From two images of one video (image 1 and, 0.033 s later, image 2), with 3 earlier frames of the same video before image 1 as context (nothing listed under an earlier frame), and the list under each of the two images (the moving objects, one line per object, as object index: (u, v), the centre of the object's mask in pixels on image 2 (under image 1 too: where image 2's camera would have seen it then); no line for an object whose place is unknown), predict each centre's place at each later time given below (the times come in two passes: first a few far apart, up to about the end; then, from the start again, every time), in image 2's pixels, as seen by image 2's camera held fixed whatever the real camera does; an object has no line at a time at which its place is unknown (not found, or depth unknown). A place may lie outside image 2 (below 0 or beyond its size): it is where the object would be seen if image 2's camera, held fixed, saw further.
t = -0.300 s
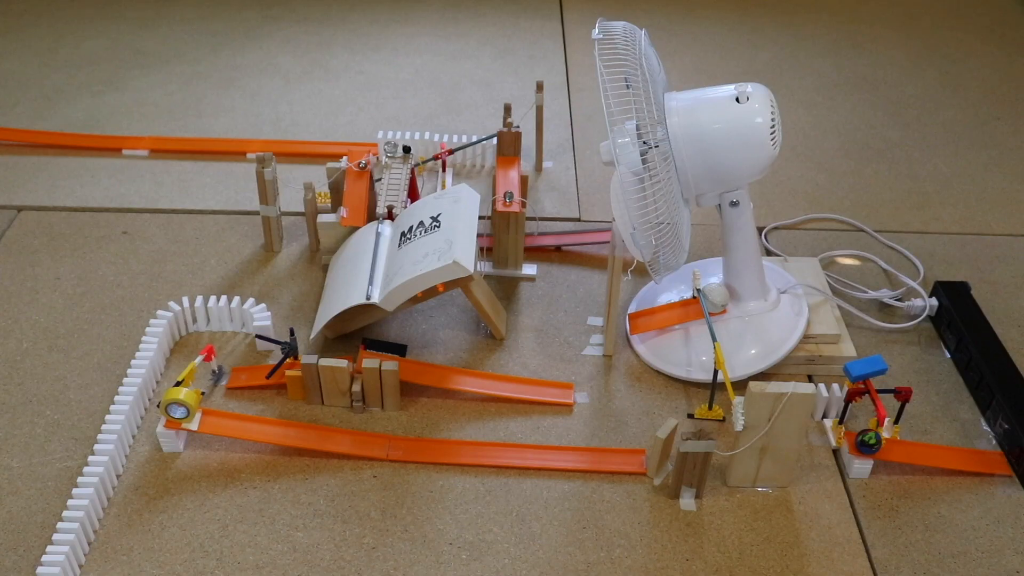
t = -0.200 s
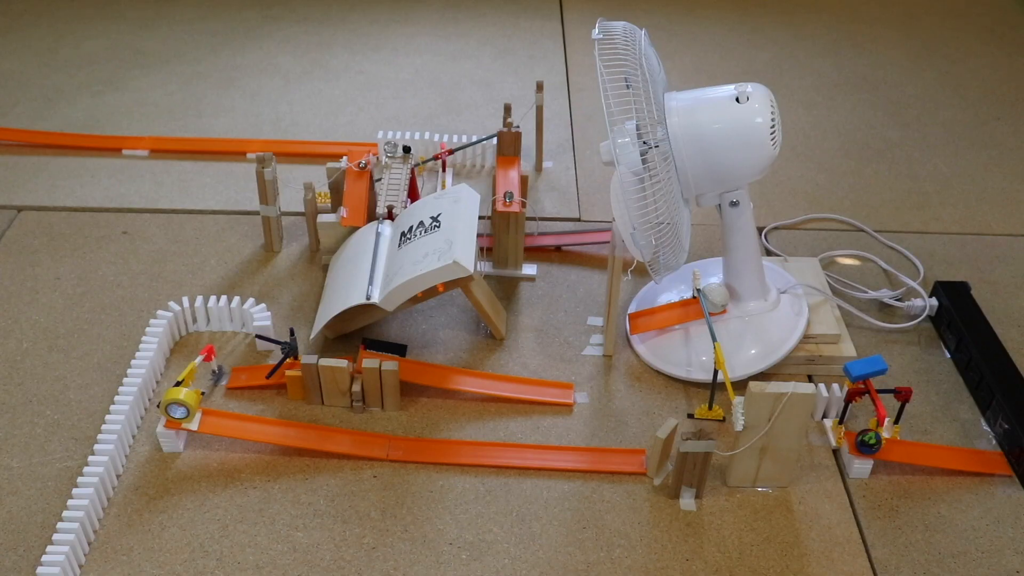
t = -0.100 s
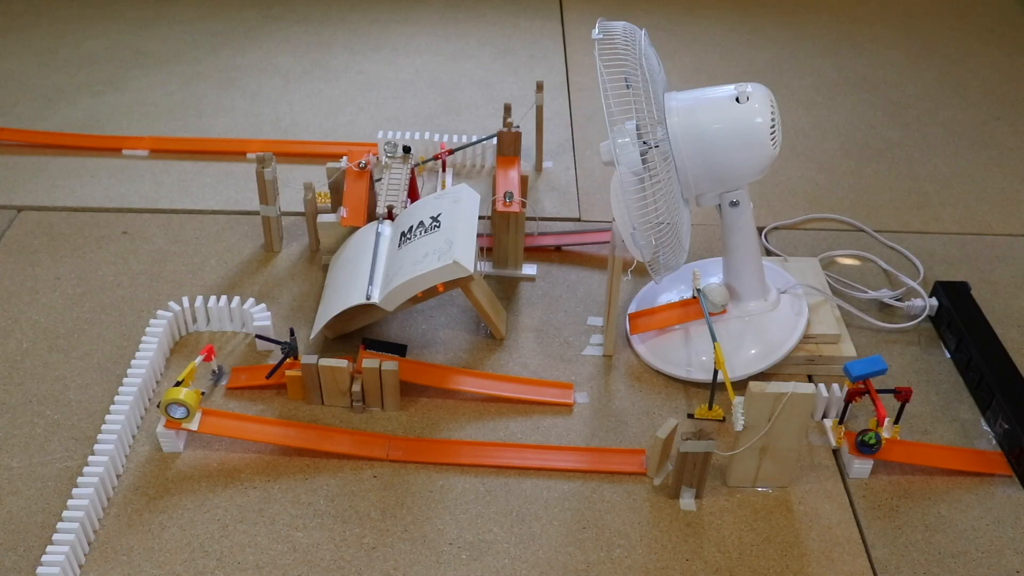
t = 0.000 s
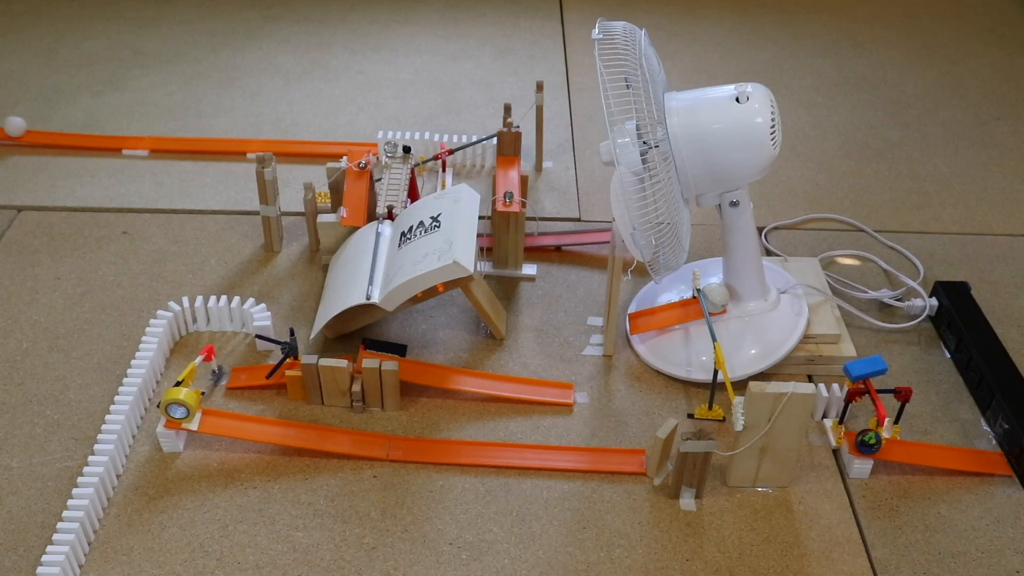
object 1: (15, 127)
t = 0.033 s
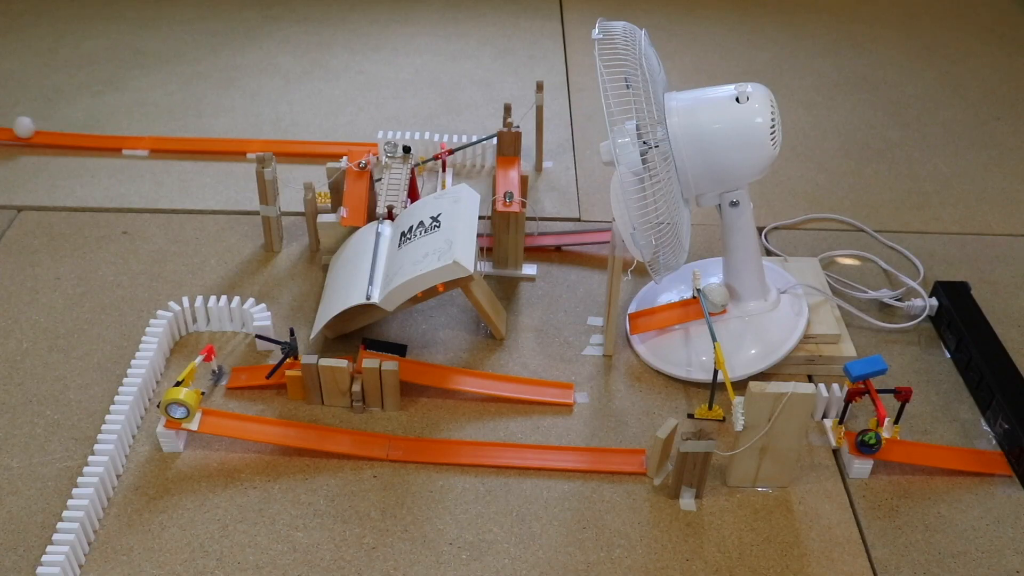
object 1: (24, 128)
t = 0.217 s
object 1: (74, 132)
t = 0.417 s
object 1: (129, 135)
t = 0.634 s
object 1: (182, 135)
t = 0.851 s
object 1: (233, 135)
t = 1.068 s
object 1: (280, 136)
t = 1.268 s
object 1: (320, 137)
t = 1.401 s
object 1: (346, 138)
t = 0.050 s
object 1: (28, 128)
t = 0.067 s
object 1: (33, 128)
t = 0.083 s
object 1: (37, 129)
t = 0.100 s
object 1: (42, 129)
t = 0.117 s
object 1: (47, 129)
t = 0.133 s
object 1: (51, 130)
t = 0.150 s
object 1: (56, 130)
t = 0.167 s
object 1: (60, 130)
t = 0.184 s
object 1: (65, 131)
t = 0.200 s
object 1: (69, 131)
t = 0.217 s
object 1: (74, 132)
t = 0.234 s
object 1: (79, 132)
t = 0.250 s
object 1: (83, 133)
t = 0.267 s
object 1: (88, 133)
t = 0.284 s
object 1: (92, 133)
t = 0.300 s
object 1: (97, 133)
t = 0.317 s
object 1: (102, 133)
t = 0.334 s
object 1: (106, 134)
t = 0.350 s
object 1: (111, 134)
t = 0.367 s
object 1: (115, 134)
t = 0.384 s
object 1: (120, 134)
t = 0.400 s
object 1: (124, 135)
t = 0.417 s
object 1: (129, 135)
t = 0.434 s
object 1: (133, 135)
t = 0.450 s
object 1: (137, 135)
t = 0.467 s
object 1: (142, 135)
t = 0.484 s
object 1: (146, 135)
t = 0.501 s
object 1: (150, 135)
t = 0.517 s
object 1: (154, 135)
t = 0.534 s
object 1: (158, 135)
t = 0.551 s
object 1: (162, 135)
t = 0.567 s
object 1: (166, 135)
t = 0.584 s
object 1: (170, 135)
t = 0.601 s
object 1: (174, 135)
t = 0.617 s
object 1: (178, 135)
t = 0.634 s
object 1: (182, 135)
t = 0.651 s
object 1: (186, 135)
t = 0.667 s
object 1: (191, 135)
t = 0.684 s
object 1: (195, 135)
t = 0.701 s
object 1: (199, 135)
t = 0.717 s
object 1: (203, 135)
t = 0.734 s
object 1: (207, 135)
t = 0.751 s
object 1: (211, 135)
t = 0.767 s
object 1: (214, 135)
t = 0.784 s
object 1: (218, 135)
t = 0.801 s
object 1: (222, 135)
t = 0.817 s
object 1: (226, 135)
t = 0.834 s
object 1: (229, 135)
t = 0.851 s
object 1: (233, 135)
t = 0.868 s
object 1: (237, 135)
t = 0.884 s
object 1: (241, 135)
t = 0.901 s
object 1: (244, 135)
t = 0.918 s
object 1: (248, 135)
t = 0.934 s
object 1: (251, 135)
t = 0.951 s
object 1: (255, 135)
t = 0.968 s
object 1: (258, 135)
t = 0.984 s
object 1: (262, 135)
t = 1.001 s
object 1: (266, 135)
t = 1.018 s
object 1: (269, 136)
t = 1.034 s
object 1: (273, 136)
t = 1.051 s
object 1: (276, 136)
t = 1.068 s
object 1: (280, 136)
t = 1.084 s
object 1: (283, 136)
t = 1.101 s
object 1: (286, 136)
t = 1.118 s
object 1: (290, 136)
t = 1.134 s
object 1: (293, 137)
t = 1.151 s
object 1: (296, 137)
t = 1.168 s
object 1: (300, 137)
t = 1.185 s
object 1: (303, 137)
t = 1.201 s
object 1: (307, 137)
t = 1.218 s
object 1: (310, 137)
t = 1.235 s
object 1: (313, 137)
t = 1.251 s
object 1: (317, 137)
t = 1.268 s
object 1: (320, 137)
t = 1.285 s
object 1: (323, 137)
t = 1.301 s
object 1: (326, 137)
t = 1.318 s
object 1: (329, 137)
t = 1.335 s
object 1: (332, 138)
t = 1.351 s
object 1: (336, 138)
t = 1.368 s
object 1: (339, 138)
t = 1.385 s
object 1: (342, 138)
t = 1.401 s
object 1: (346, 138)
